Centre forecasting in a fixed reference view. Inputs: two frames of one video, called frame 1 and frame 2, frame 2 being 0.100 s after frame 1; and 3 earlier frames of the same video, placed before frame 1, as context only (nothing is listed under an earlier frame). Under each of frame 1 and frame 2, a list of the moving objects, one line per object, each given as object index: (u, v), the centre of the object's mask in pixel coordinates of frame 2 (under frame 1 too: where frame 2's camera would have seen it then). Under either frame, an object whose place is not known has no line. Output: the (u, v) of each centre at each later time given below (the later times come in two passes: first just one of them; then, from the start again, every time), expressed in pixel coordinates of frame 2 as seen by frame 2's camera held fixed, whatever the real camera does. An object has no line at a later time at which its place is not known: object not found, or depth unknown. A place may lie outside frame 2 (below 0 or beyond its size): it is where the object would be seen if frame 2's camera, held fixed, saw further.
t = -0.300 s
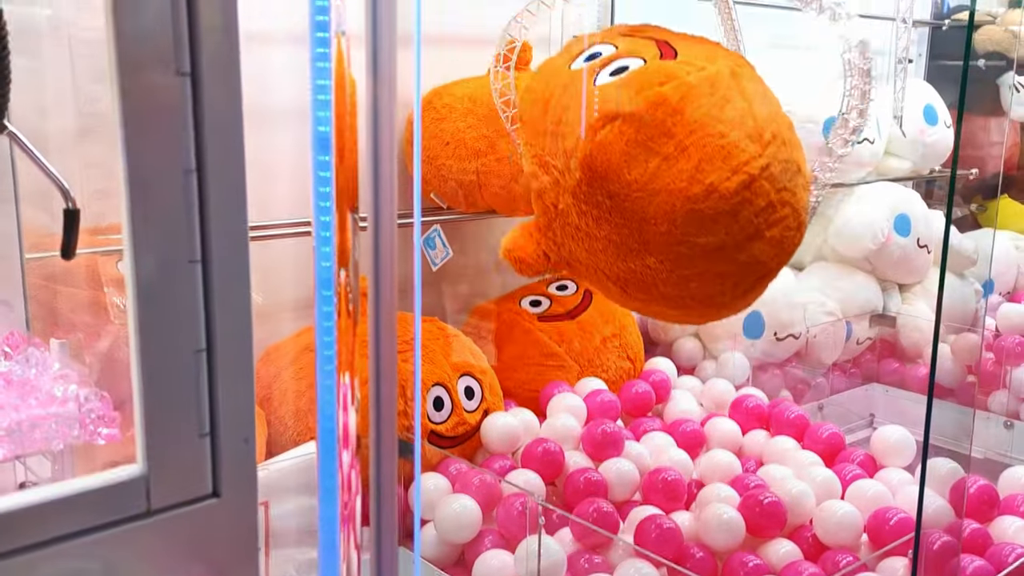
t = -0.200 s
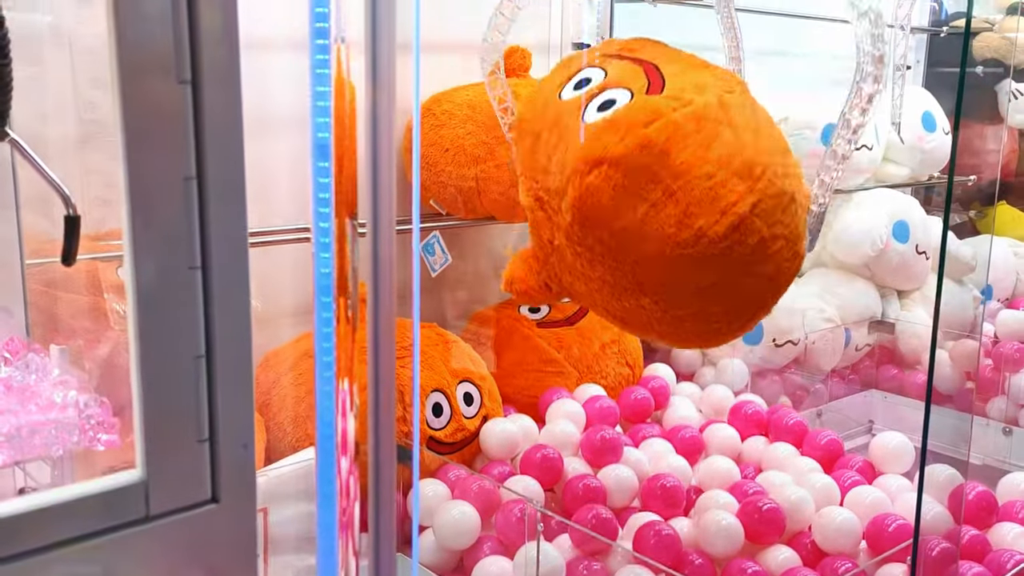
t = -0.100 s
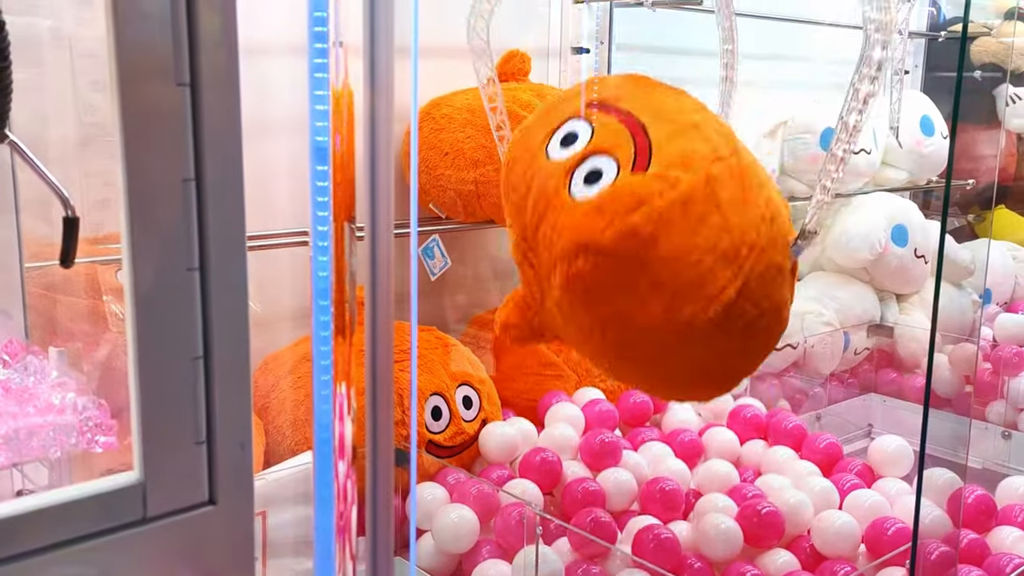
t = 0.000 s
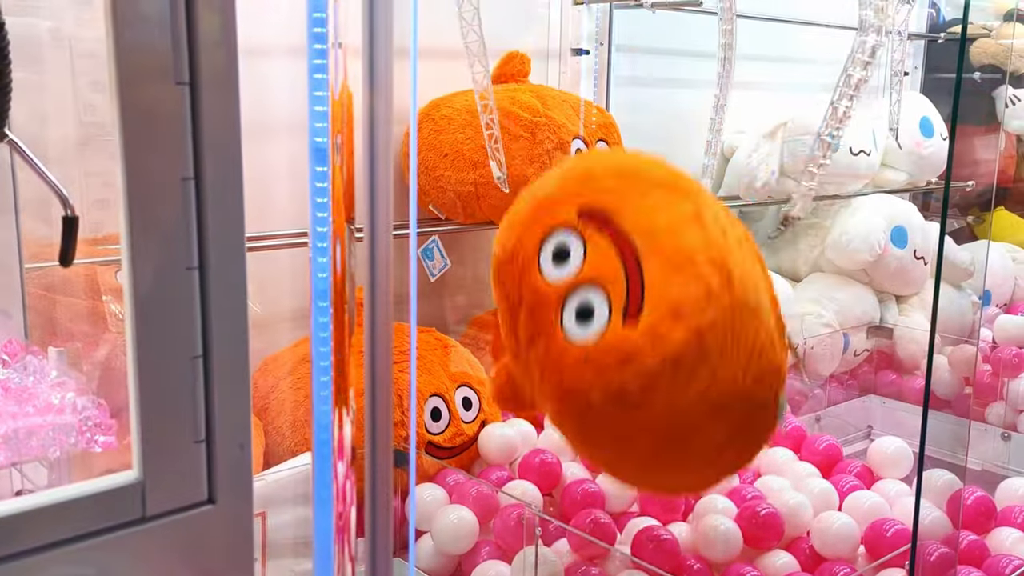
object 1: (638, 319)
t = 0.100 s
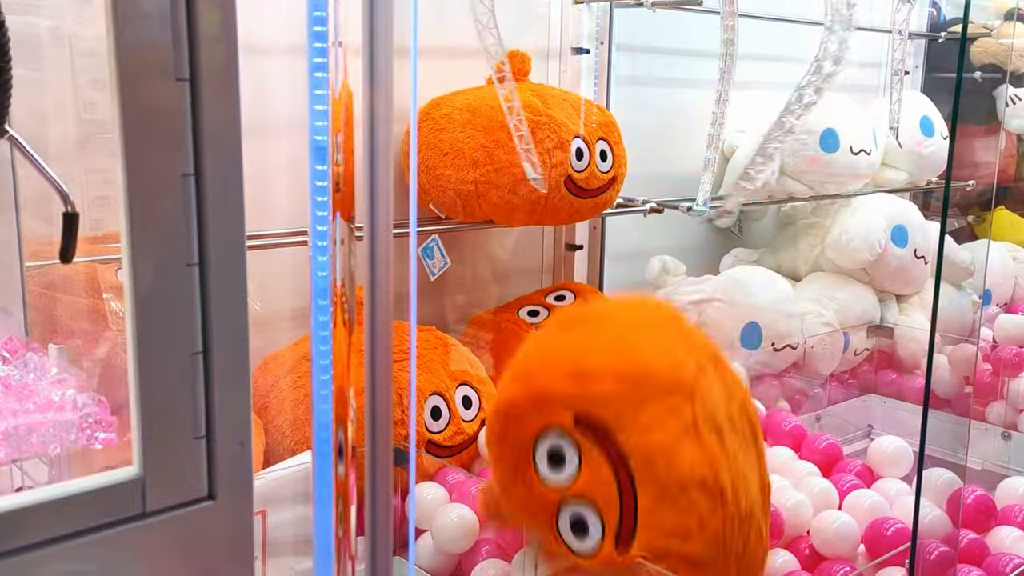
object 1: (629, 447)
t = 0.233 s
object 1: (657, 453)
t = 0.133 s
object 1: (625, 474)
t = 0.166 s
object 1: (633, 473)
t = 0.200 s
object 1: (646, 462)
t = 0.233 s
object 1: (657, 453)
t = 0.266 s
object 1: (665, 449)
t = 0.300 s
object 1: (672, 447)
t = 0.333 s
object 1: (679, 448)
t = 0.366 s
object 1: (686, 451)
